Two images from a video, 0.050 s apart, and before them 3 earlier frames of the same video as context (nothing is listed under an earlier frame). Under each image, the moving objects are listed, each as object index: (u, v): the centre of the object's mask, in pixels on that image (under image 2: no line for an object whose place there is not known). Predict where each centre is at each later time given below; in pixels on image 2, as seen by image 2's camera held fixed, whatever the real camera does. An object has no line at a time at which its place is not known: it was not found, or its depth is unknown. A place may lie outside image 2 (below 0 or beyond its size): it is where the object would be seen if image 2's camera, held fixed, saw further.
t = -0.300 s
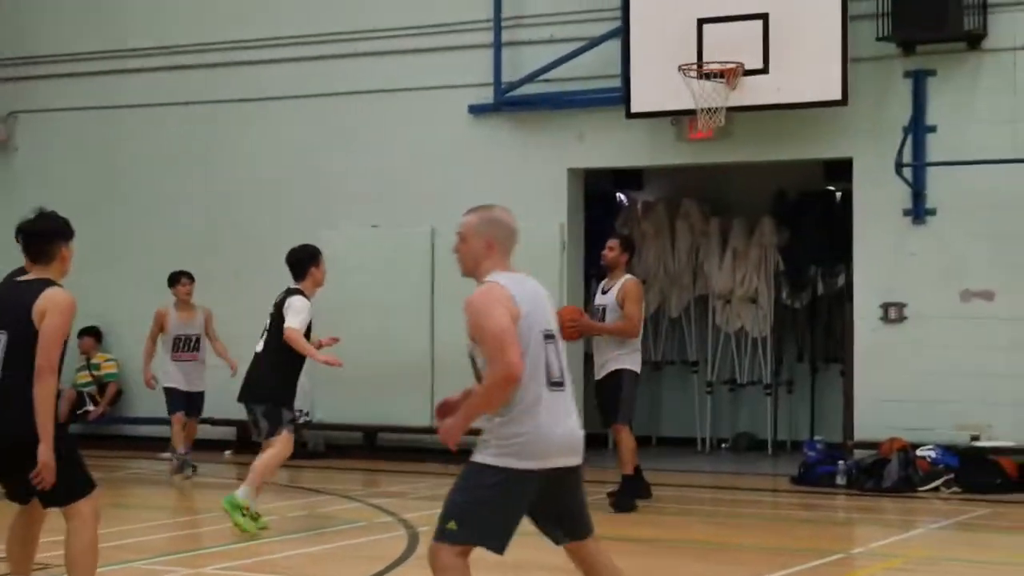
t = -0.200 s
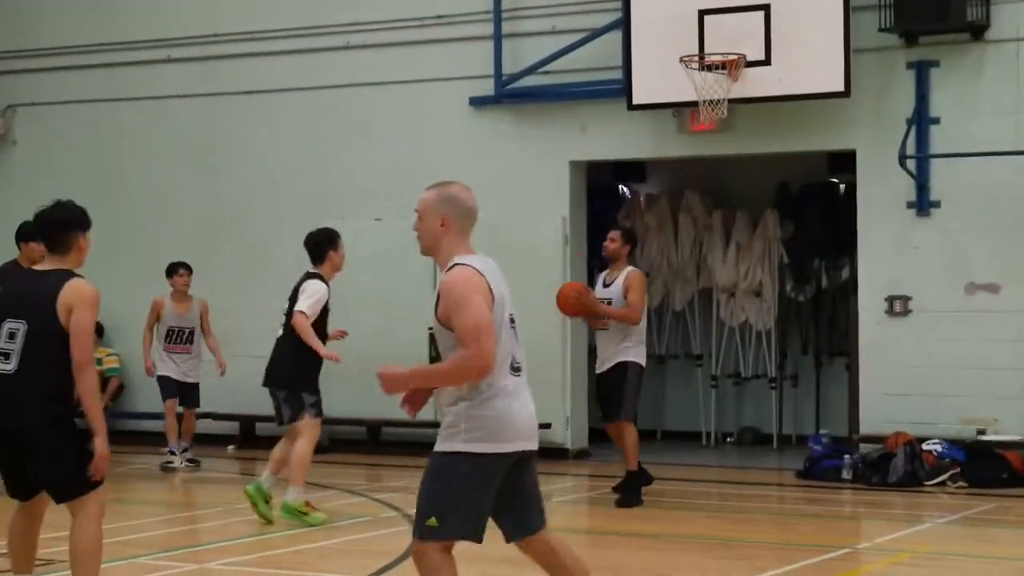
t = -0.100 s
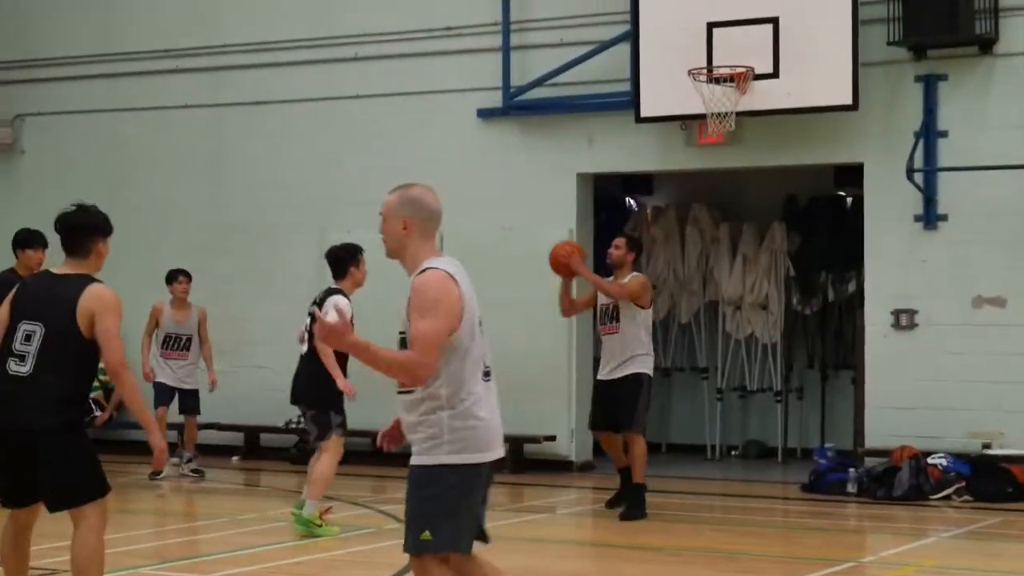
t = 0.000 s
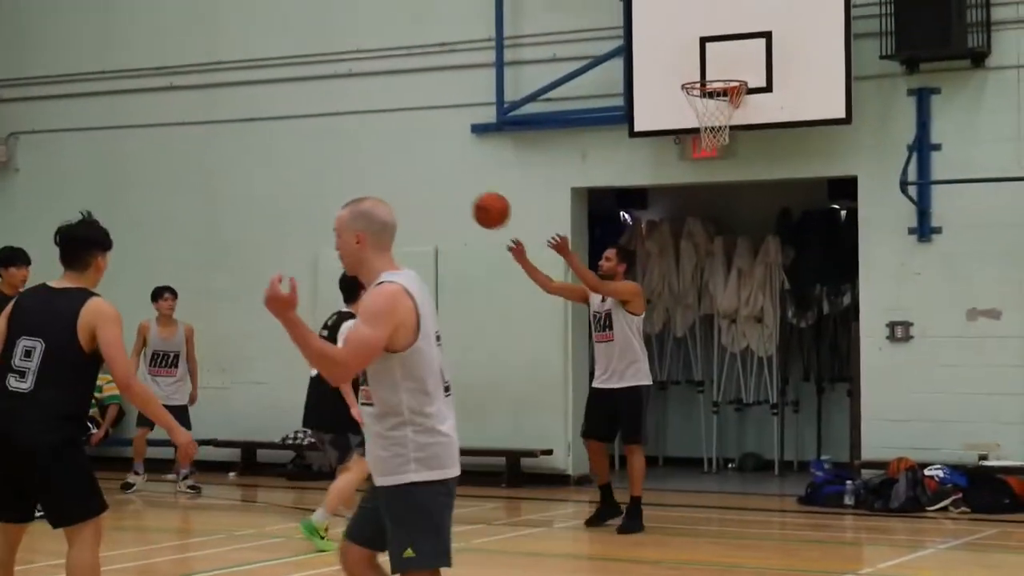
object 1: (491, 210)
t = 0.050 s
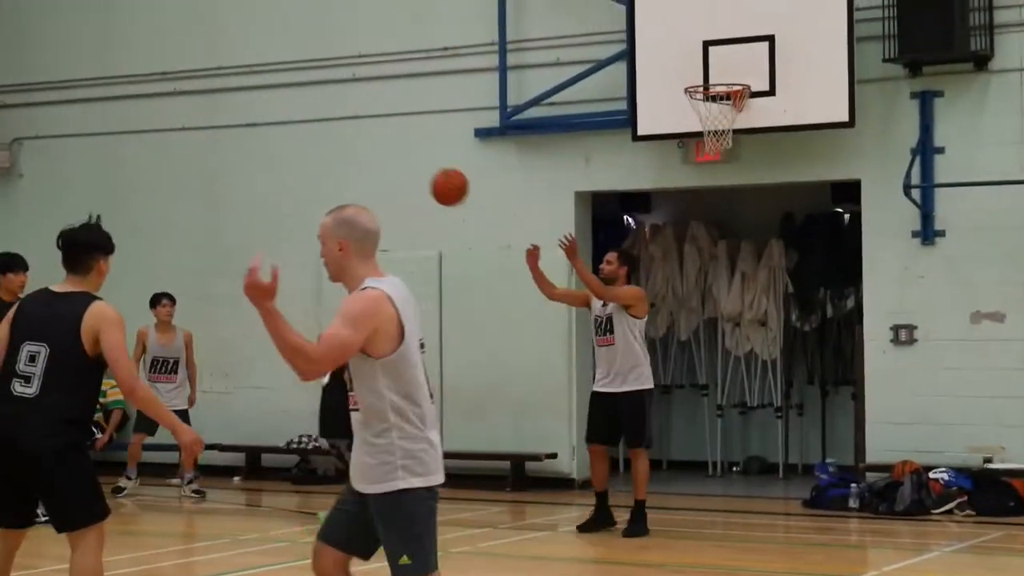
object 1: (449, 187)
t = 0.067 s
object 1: (434, 178)
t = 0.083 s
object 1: (418, 170)
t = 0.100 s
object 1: (403, 162)
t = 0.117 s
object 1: (387, 155)
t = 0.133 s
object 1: (371, 148)
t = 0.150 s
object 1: (355, 141)
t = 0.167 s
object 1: (339, 135)
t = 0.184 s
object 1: (323, 129)
